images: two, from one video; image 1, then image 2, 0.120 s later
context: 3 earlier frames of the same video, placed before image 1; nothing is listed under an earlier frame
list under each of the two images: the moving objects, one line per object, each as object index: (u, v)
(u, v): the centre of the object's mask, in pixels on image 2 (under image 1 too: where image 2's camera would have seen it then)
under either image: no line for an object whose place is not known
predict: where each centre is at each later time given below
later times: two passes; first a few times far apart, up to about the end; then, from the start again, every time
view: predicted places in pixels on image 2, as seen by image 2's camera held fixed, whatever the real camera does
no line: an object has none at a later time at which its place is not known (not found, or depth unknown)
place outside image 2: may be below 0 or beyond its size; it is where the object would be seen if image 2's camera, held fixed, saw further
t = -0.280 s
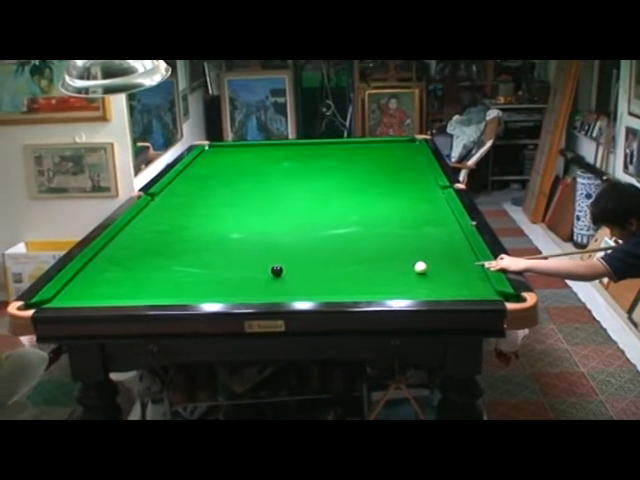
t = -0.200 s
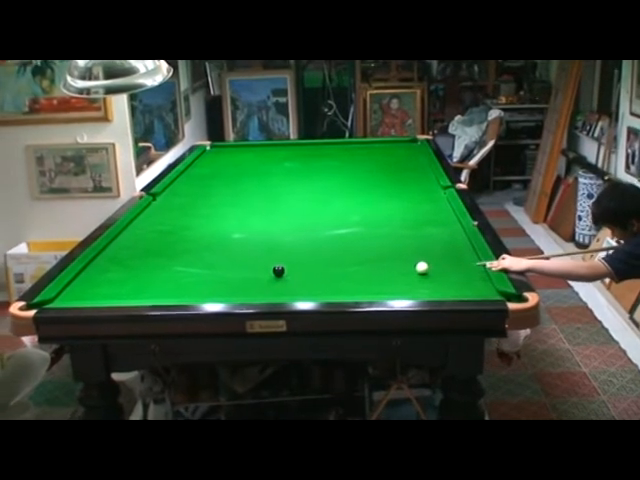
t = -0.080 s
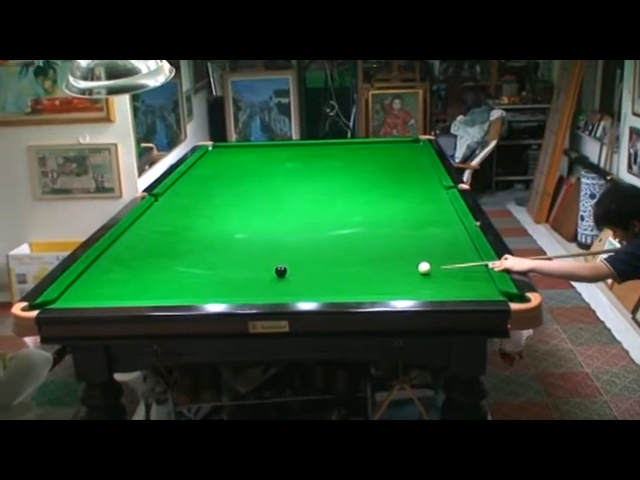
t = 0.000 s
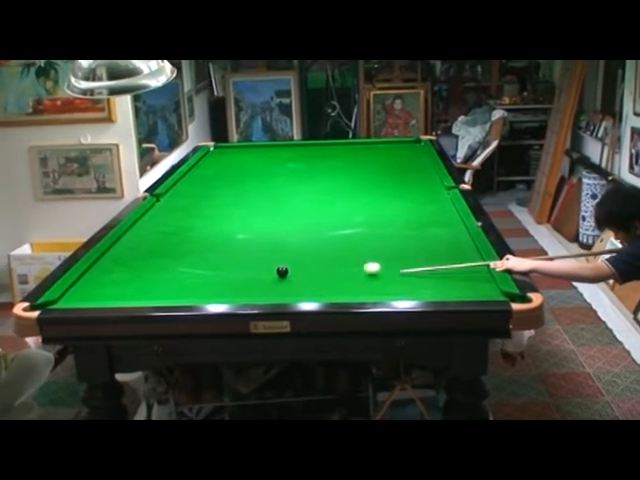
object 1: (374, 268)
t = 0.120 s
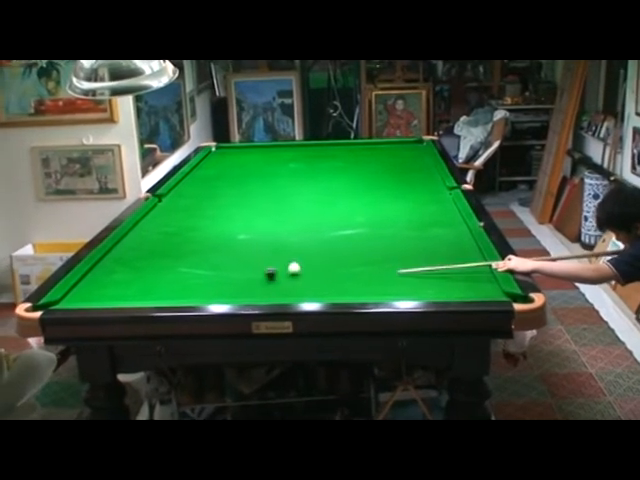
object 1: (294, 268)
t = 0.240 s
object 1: (288, 261)
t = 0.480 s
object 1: (280, 249)
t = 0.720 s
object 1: (273, 239)
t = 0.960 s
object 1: (267, 230)
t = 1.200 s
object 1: (261, 222)
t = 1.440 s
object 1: (255, 214)
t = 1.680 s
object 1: (249, 208)
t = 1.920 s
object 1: (245, 203)
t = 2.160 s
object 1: (239, 198)
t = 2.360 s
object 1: (235, 194)
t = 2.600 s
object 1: (230, 190)
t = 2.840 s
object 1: (226, 186)
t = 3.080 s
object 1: (223, 183)
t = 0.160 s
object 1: (291, 265)
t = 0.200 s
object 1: (289, 263)
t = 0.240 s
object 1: (288, 261)
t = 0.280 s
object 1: (286, 258)
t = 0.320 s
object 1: (285, 257)
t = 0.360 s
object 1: (284, 254)
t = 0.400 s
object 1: (283, 253)
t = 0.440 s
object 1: (281, 251)
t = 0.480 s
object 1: (280, 249)
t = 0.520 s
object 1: (279, 247)
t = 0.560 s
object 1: (278, 246)
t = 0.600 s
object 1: (277, 244)
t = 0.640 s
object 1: (276, 242)
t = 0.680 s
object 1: (275, 240)
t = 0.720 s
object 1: (273, 239)
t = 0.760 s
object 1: (272, 237)
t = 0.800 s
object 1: (271, 235)
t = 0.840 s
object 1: (270, 234)
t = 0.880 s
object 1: (269, 233)
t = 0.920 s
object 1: (267, 231)
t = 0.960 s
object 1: (267, 230)
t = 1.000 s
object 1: (266, 228)
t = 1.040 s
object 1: (265, 227)
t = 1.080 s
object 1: (264, 225)
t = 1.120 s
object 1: (263, 224)
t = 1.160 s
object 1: (262, 223)
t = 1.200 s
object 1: (261, 222)
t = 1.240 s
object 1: (260, 221)
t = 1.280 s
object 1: (259, 219)
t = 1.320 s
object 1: (258, 218)
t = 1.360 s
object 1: (257, 217)
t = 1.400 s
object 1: (256, 216)
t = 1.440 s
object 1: (255, 214)
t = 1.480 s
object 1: (254, 213)
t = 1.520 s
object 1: (253, 212)
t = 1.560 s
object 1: (252, 211)
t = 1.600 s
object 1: (251, 210)
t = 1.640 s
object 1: (251, 209)
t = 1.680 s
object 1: (249, 208)
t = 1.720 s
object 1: (249, 207)
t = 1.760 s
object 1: (248, 206)
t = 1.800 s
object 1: (247, 205)
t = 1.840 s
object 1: (246, 204)
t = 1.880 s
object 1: (245, 204)
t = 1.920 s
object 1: (245, 203)
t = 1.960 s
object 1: (244, 202)
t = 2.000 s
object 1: (243, 201)
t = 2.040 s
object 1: (242, 200)
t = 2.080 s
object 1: (241, 199)
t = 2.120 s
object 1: (240, 198)
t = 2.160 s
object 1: (239, 198)
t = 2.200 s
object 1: (238, 197)
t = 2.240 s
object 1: (238, 196)
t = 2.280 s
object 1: (237, 196)
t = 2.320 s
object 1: (236, 195)
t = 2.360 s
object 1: (235, 194)
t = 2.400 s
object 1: (234, 193)
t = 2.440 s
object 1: (233, 193)
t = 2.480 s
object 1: (233, 192)
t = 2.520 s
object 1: (232, 191)
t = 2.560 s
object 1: (231, 191)
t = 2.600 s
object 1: (230, 190)
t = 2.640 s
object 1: (230, 190)
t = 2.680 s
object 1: (229, 189)
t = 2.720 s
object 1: (228, 189)
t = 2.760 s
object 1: (228, 188)
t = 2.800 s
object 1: (227, 187)
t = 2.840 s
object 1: (226, 186)
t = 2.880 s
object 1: (225, 186)
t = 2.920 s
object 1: (225, 185)
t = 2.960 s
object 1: (224, 185)
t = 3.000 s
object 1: (224, 184)
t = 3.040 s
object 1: (223, 184)
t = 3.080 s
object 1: (223, 183)
